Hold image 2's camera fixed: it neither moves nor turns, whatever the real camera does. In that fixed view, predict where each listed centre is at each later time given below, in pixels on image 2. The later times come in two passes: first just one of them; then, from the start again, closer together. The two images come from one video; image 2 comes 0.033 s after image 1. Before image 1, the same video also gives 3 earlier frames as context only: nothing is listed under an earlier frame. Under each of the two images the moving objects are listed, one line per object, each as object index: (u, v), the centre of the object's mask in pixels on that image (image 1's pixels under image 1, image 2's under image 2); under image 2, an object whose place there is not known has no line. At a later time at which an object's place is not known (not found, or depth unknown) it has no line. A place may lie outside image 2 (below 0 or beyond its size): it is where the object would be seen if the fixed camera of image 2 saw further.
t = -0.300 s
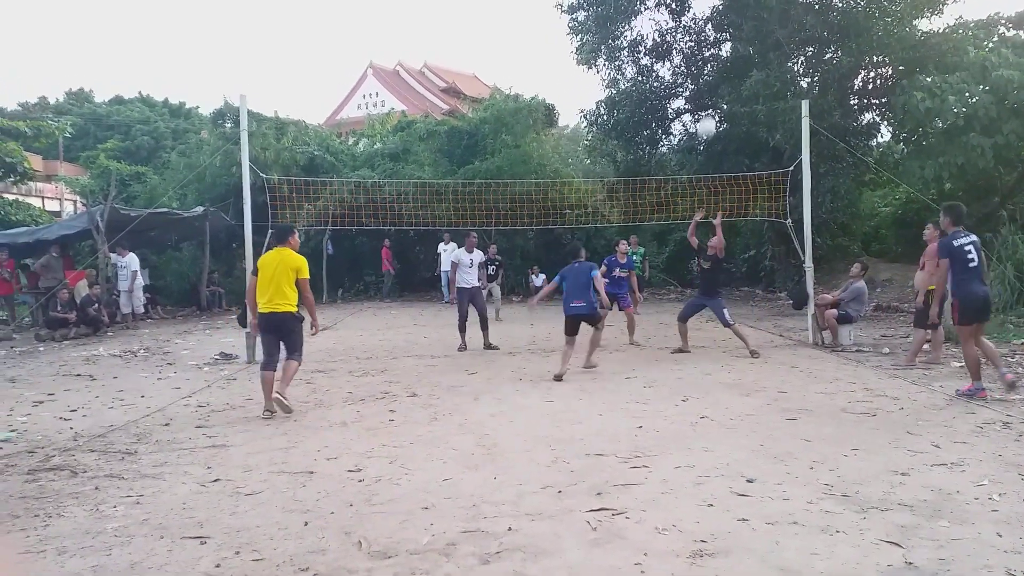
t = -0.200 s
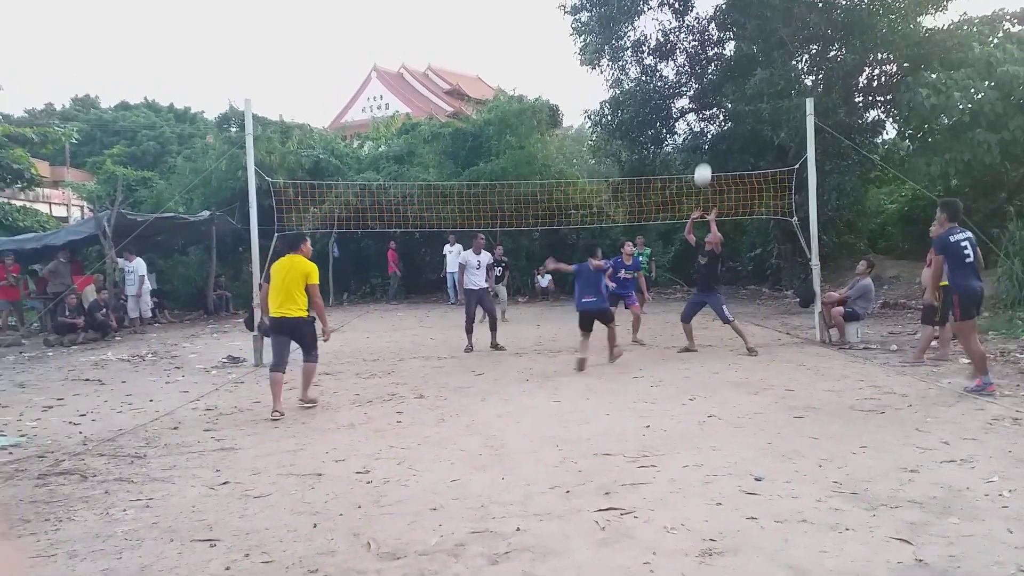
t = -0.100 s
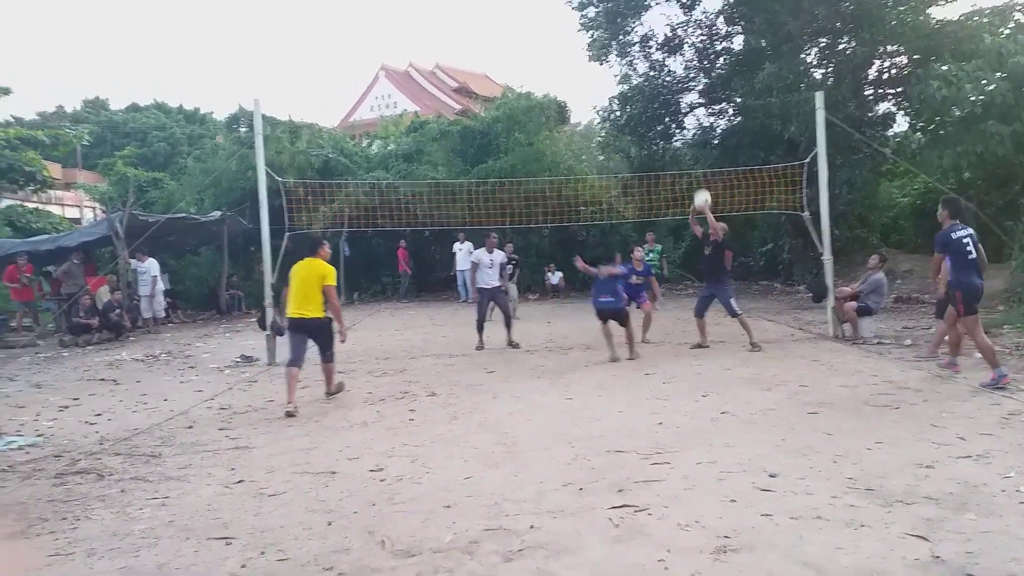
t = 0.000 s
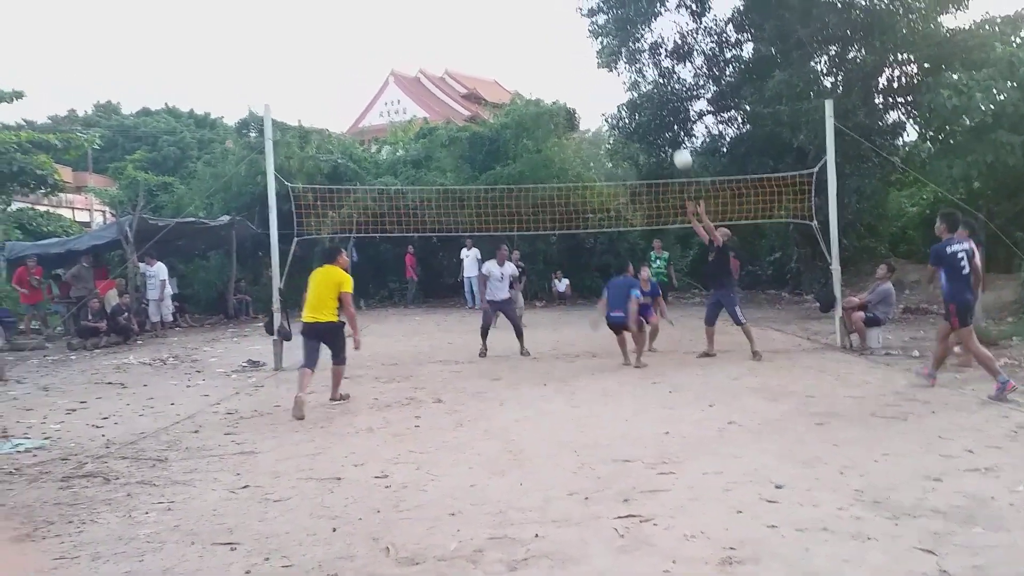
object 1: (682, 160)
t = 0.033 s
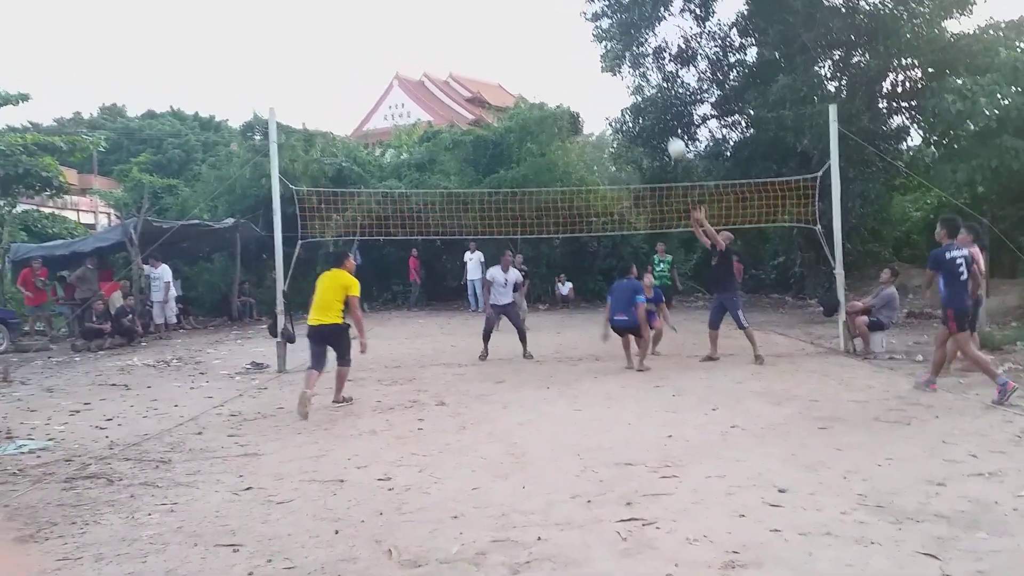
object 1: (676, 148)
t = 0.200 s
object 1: (632, 88)
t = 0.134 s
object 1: (648, 109)
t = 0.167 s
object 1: (639, 97)
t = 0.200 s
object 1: (632, 88)
